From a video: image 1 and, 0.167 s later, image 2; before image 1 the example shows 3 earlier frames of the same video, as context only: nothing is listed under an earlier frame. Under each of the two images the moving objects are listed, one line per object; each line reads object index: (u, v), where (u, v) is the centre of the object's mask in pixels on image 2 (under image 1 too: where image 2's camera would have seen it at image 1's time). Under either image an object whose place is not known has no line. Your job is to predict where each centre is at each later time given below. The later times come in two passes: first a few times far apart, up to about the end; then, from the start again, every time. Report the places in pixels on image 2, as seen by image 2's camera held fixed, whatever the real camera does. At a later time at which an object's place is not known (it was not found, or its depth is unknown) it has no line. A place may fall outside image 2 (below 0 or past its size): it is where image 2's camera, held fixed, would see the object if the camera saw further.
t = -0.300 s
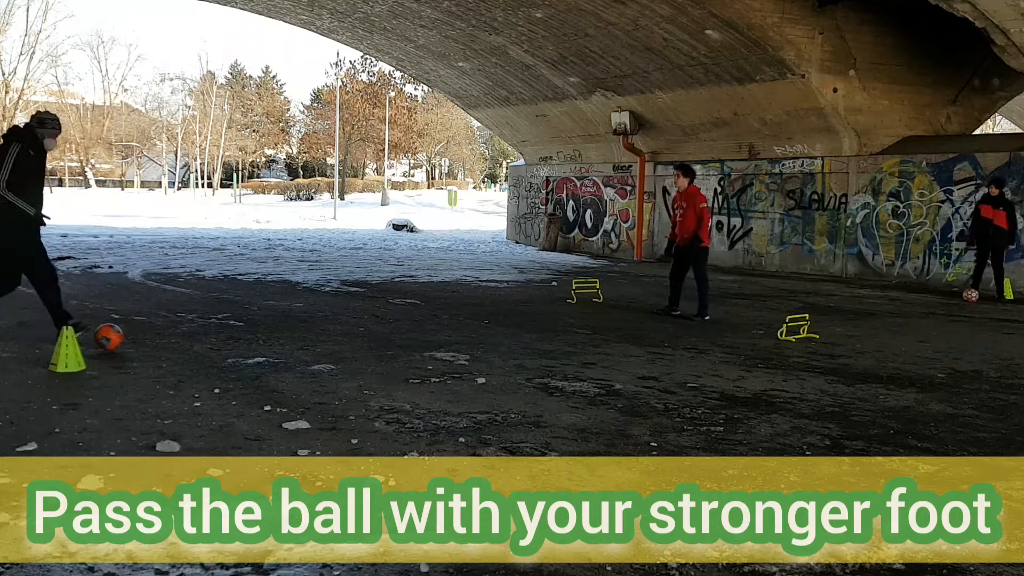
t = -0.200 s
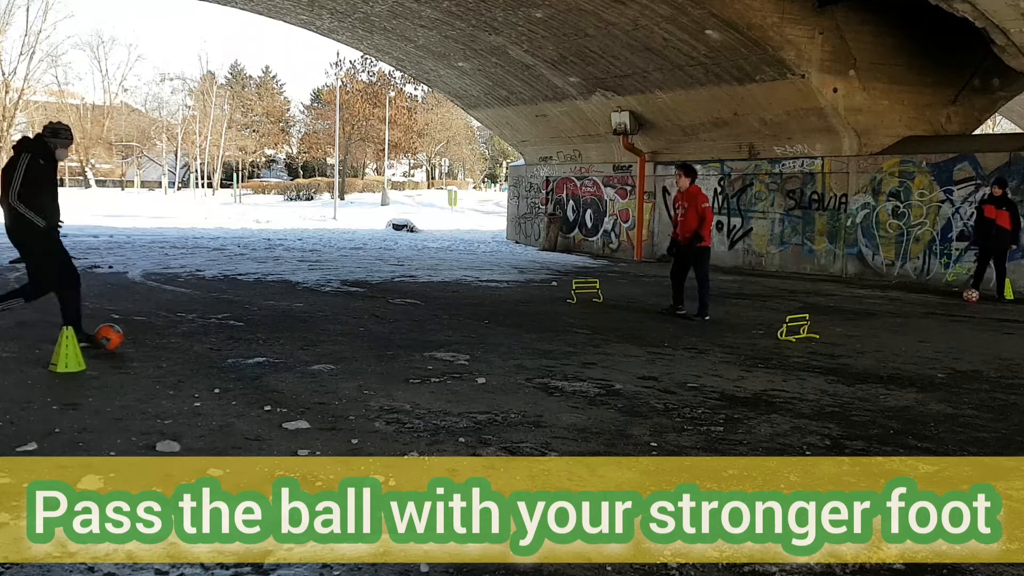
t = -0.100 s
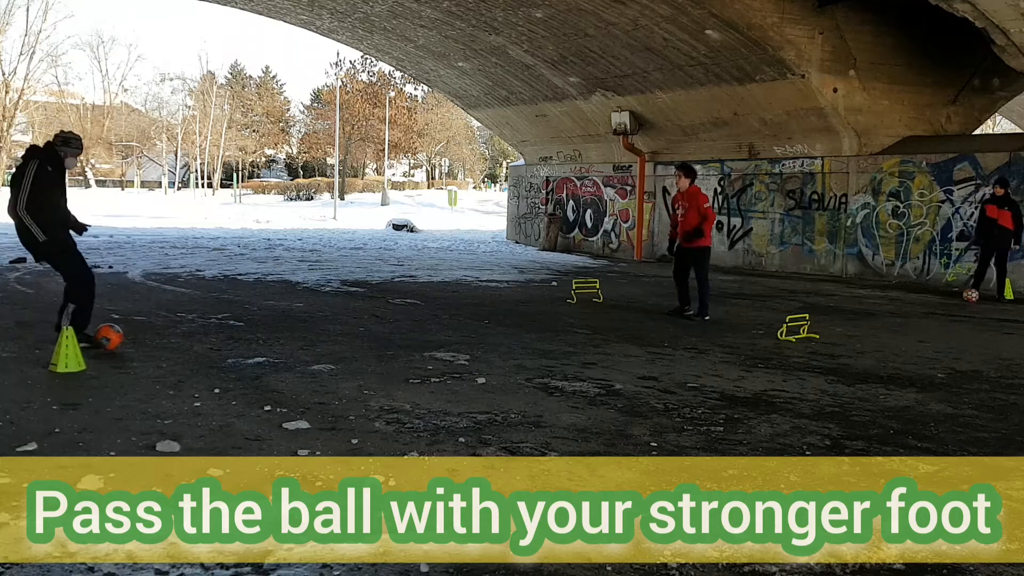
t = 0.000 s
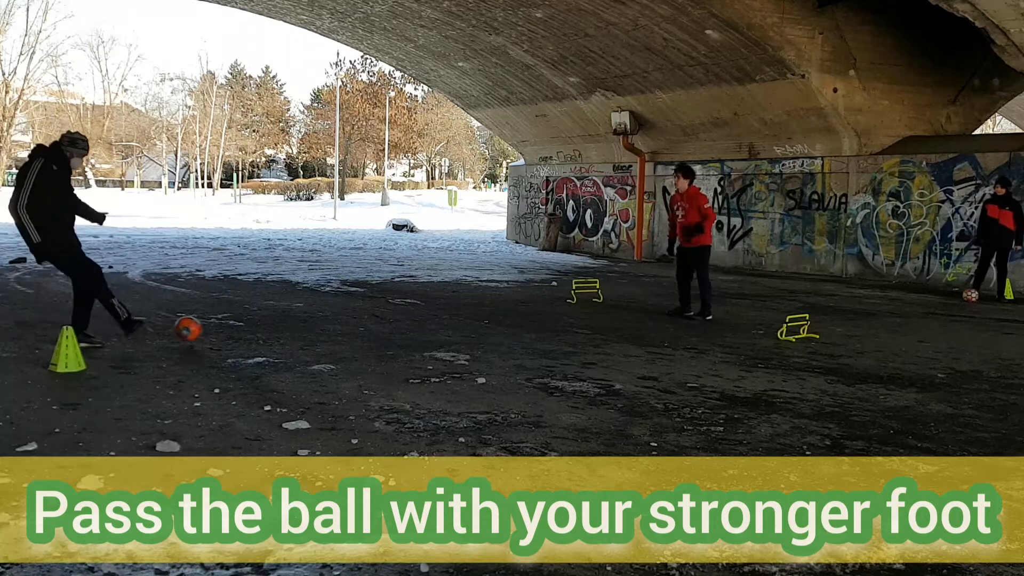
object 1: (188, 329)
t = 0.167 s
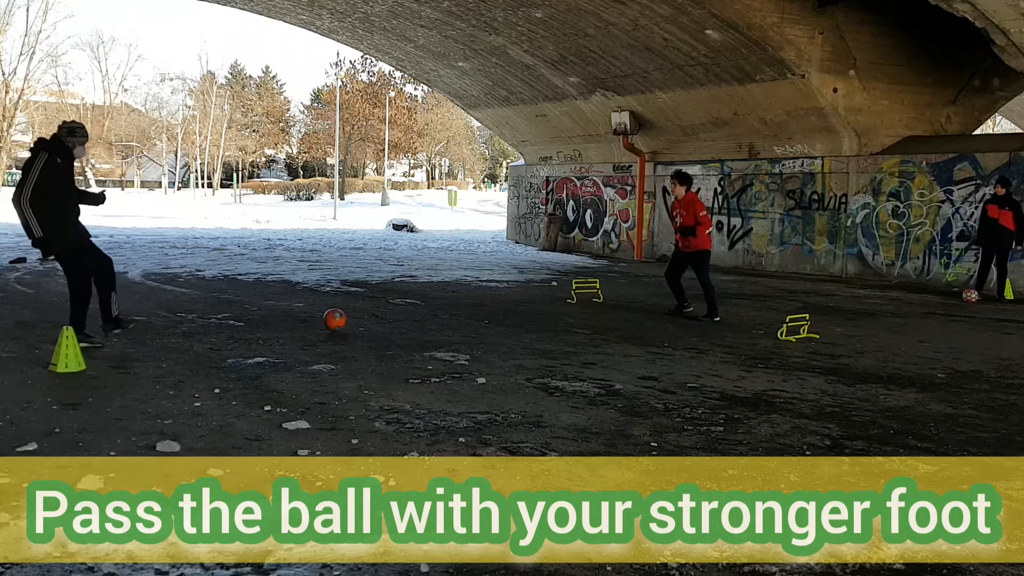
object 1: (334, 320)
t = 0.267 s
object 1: (402, 314)
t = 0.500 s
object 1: (522, 306)
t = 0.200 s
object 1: (358, 317)
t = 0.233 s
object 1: (381, 315)
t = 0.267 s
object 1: (402, 314)
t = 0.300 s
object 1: (422, 313)
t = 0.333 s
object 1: (441, 312)
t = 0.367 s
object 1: (459, 311)
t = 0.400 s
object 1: (476, 310)
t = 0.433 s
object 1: (492, 309)
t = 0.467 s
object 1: (507, 308)
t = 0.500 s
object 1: (522, 306)
